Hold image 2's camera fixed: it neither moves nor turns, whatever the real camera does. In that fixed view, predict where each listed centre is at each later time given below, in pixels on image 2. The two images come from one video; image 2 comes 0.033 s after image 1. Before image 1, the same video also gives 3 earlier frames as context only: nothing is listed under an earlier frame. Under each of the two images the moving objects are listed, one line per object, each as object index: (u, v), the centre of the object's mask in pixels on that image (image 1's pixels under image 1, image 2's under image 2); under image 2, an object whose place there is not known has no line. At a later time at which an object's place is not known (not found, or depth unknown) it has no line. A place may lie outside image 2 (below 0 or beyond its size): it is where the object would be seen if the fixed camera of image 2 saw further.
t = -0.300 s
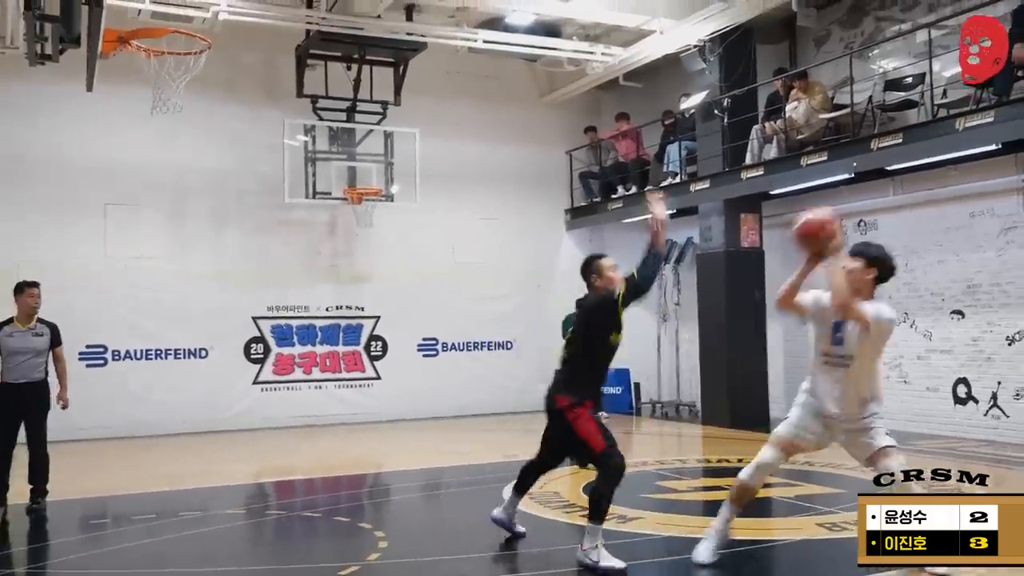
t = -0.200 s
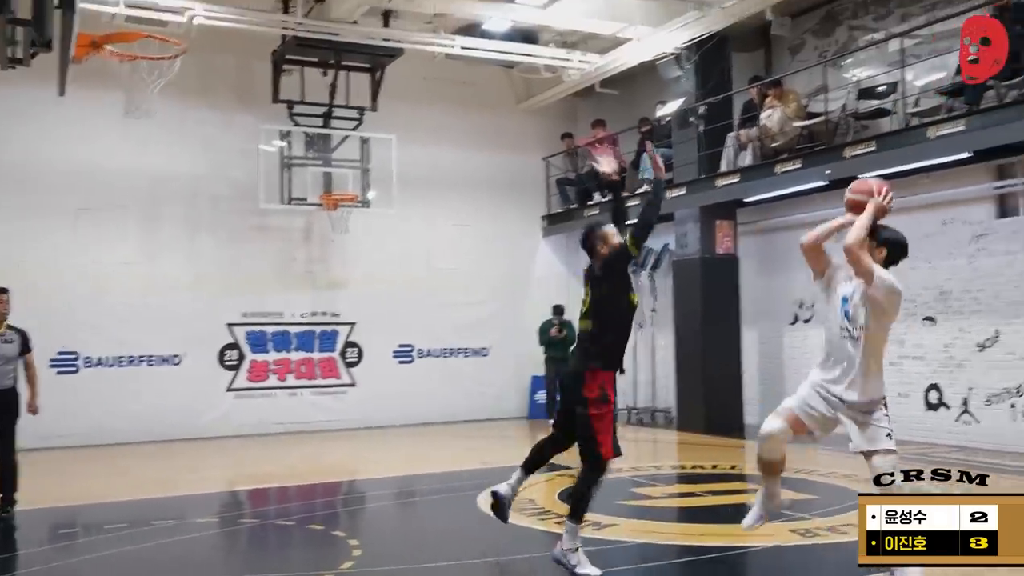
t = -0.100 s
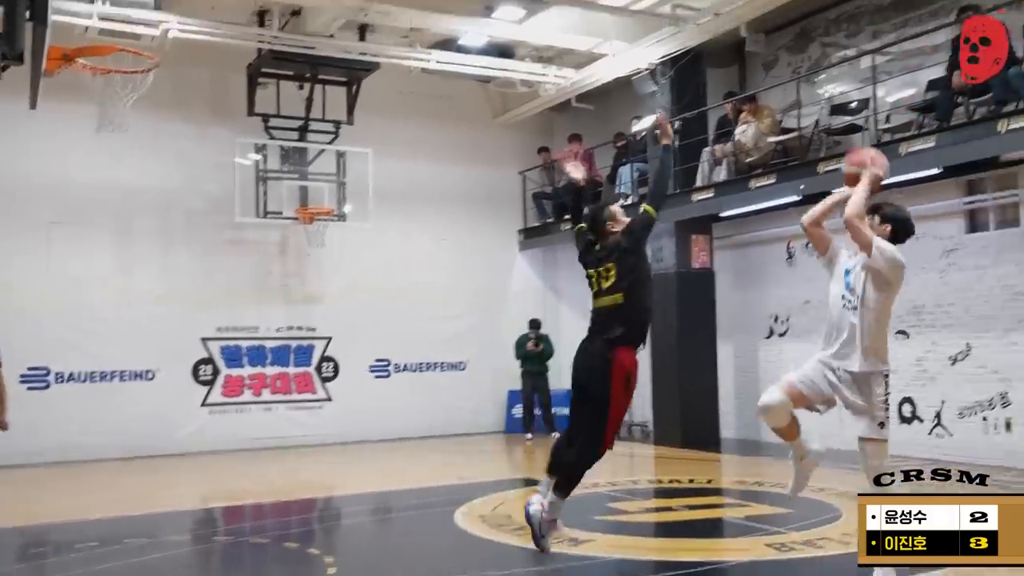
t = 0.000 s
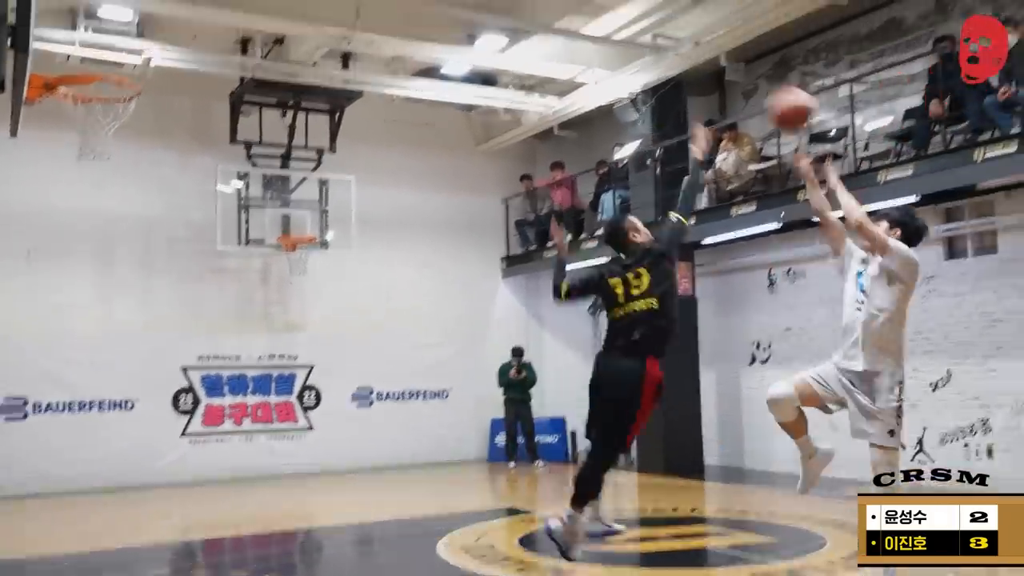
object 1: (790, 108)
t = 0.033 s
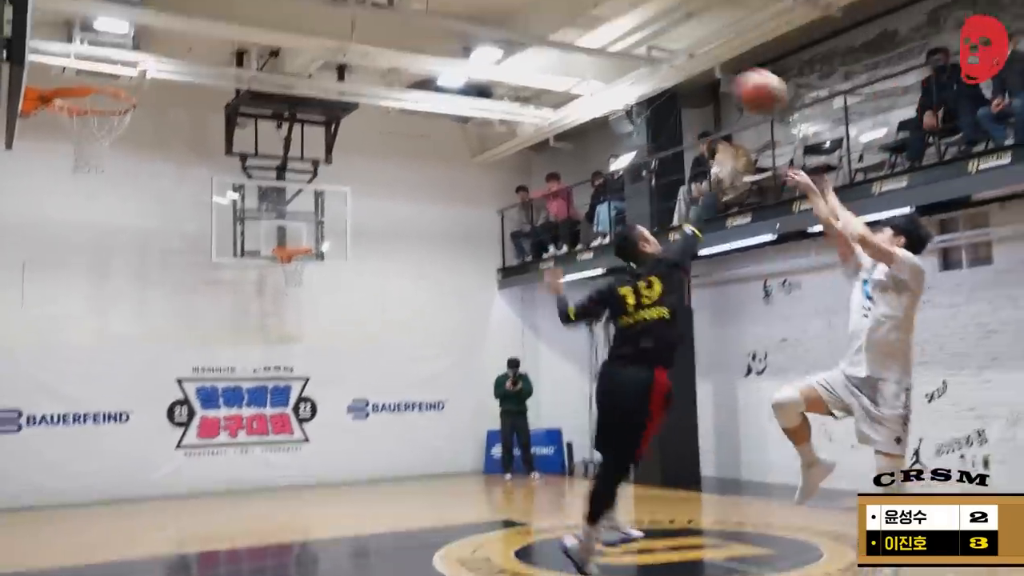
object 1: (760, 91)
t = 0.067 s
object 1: (735, 63)
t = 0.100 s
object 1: (709, 35)
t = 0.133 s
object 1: (683, 9)
